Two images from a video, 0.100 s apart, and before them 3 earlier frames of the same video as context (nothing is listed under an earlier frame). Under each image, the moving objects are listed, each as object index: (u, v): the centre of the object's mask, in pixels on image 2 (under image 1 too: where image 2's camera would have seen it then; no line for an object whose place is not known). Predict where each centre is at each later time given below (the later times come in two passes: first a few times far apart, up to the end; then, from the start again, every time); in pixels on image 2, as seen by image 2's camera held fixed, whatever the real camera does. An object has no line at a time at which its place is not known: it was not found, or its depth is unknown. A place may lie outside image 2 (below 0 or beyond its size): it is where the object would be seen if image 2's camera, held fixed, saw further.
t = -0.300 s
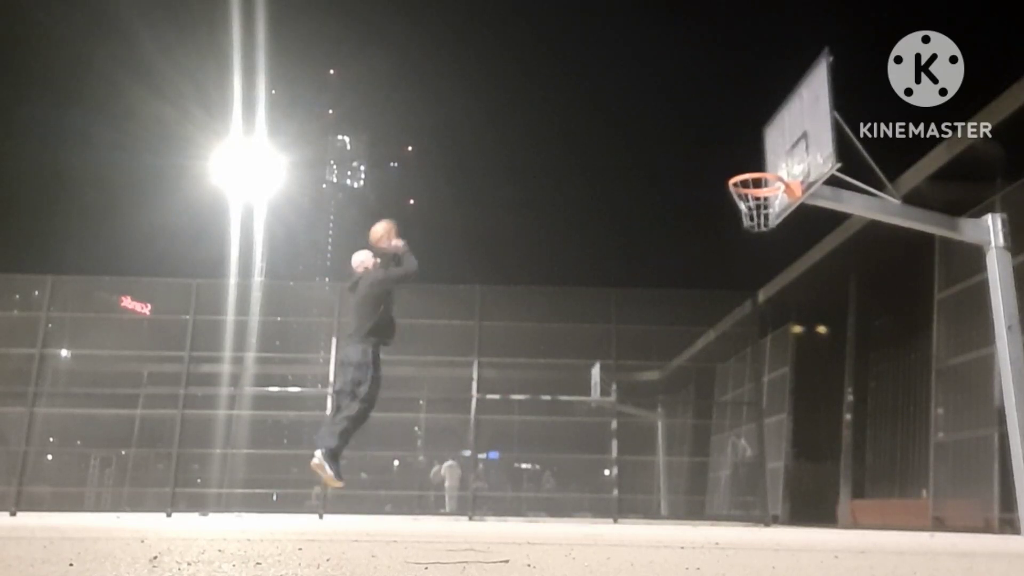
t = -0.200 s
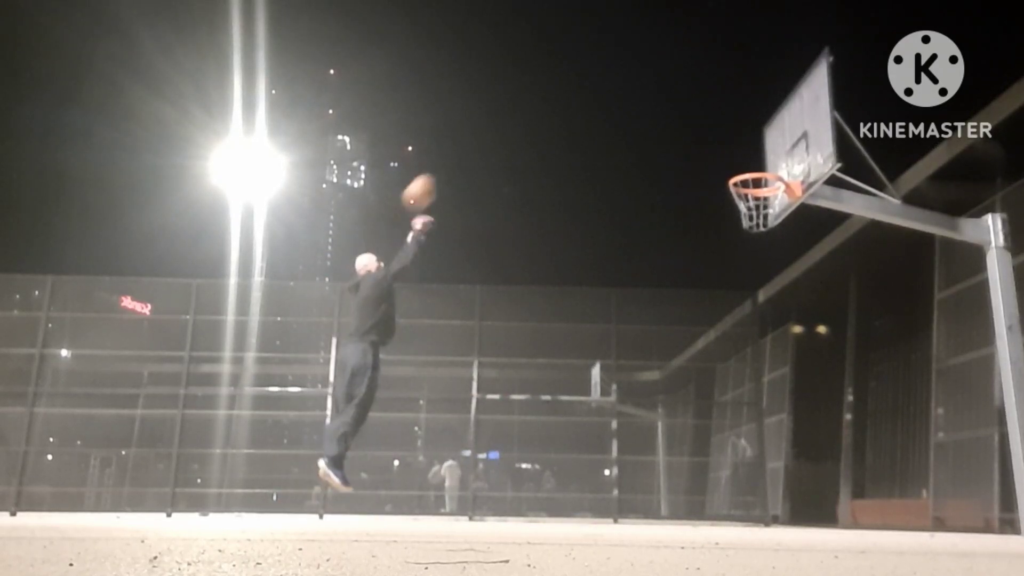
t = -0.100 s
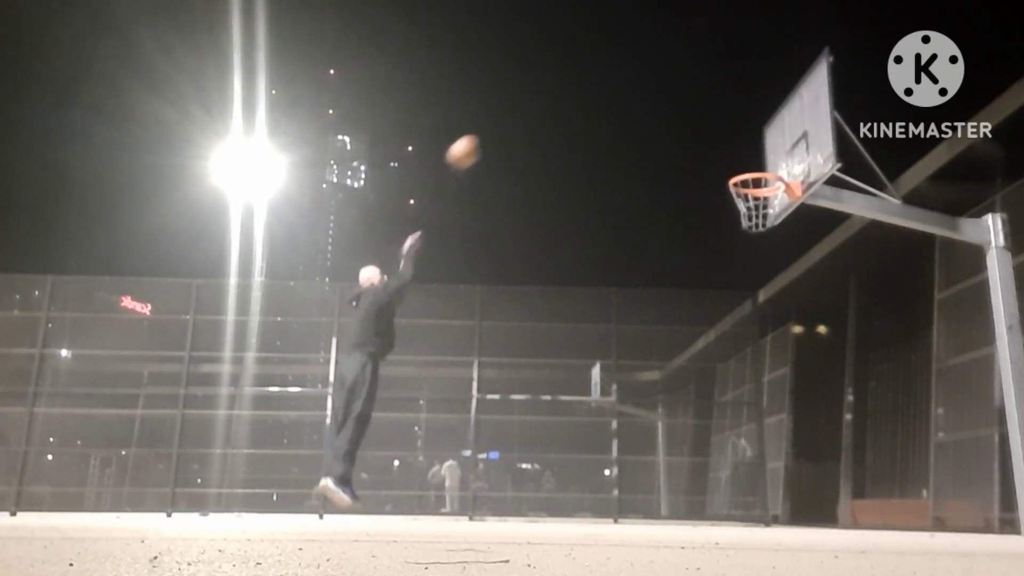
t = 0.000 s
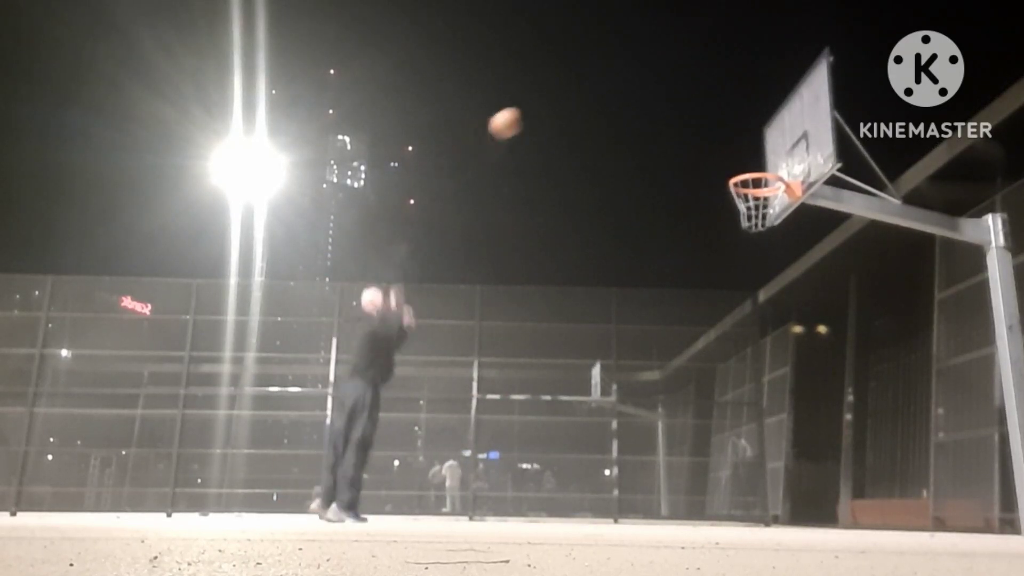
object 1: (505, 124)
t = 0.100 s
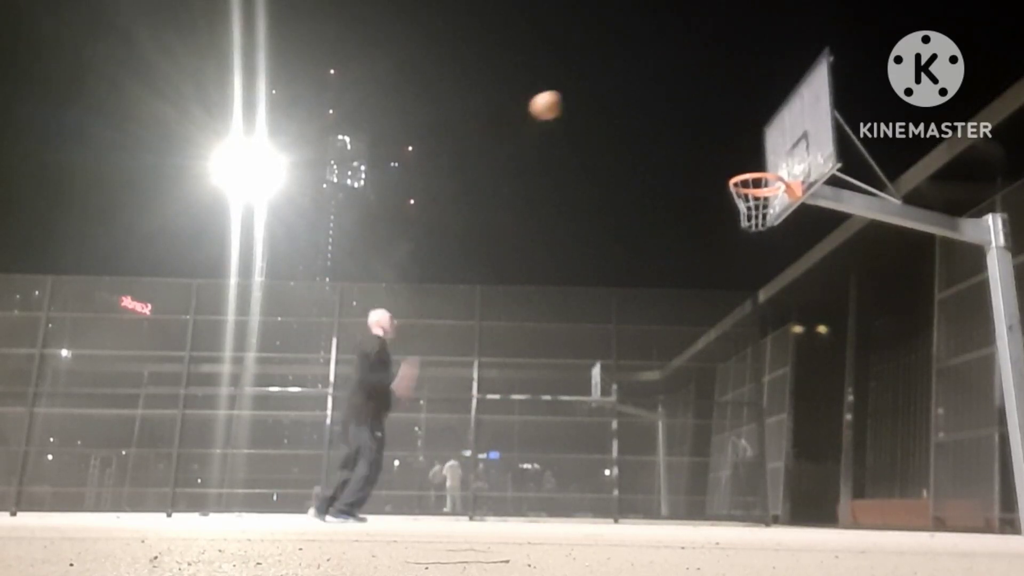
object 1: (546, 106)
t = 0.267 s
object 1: (610, 99)
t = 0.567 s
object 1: (724, 155)
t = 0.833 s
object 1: (771, 205)
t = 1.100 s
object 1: (752, 228)
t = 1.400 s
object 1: (734, 349)
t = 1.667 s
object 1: (719, 492)
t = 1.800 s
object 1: (710, 415)
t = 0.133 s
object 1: (559, 102)
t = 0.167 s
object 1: (572, 100)
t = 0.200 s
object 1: (585, 98)
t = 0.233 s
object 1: (597, 98)
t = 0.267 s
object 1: (610, 99)
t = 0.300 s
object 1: (623, 101)
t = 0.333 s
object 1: (636, 104)
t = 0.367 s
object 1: (648, 107)
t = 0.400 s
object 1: (661, 113)
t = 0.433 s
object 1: (673, 119)
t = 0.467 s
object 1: (686, 126)
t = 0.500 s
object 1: (699, 135)
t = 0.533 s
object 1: (711, 144)
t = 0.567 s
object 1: (724, 155)
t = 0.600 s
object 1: (735, 163)
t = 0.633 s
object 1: (747, 177)
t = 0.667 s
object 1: (760, 192)
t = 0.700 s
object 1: (771, 203)
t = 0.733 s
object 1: (775, 205)
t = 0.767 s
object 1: (773, 206)
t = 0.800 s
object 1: (772, 206)
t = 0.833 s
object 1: (771, 205)
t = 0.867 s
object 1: (768, 205)
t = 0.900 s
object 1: (766, 206)
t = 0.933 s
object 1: (763, 207)
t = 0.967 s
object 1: (761, 209)
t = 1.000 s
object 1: (759, 211)
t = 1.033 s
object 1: (756, 215)
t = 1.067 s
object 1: (754, 221)
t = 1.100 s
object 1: (752, 228)
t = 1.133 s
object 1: (750, 236)
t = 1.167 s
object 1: (747, 245)
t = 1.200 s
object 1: (745, 256)
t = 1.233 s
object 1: (743, 268)
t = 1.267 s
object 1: (741, 281)
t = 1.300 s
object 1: (740, 296)
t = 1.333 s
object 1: (738, 312)
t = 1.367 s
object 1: (736, 329)
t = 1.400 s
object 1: (734, 349)
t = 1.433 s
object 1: (732, 369)
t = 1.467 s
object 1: (730, 389)
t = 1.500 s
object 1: (729, 412)
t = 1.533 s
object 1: (727, 437)
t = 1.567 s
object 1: (726, 464)
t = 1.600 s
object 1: (723, 492)
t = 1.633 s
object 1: (722, 510)
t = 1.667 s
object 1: (719, 492)
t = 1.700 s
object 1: (717, 471)
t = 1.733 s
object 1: (715, 451)
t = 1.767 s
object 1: (712, 432)
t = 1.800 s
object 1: (710, 415)
